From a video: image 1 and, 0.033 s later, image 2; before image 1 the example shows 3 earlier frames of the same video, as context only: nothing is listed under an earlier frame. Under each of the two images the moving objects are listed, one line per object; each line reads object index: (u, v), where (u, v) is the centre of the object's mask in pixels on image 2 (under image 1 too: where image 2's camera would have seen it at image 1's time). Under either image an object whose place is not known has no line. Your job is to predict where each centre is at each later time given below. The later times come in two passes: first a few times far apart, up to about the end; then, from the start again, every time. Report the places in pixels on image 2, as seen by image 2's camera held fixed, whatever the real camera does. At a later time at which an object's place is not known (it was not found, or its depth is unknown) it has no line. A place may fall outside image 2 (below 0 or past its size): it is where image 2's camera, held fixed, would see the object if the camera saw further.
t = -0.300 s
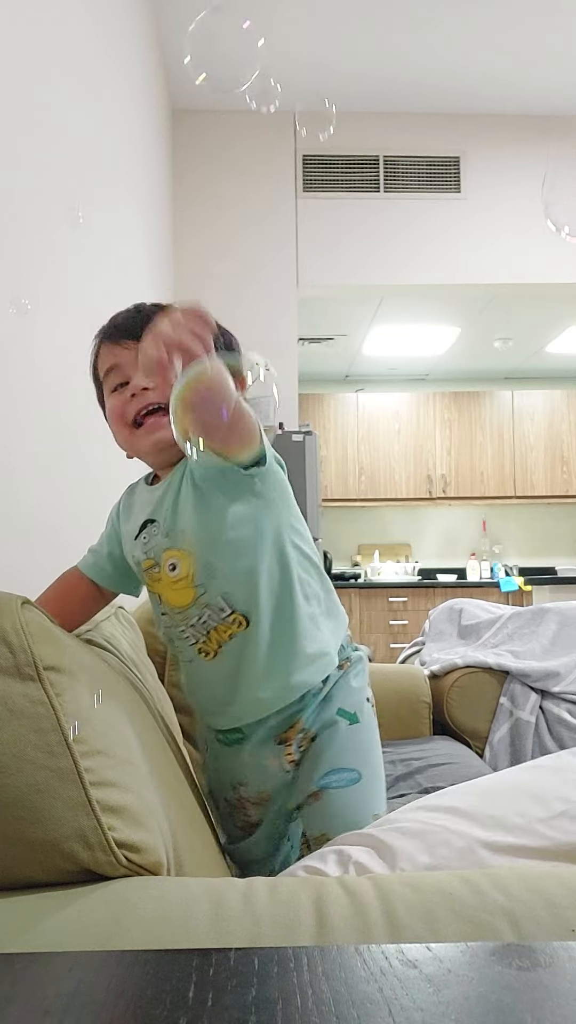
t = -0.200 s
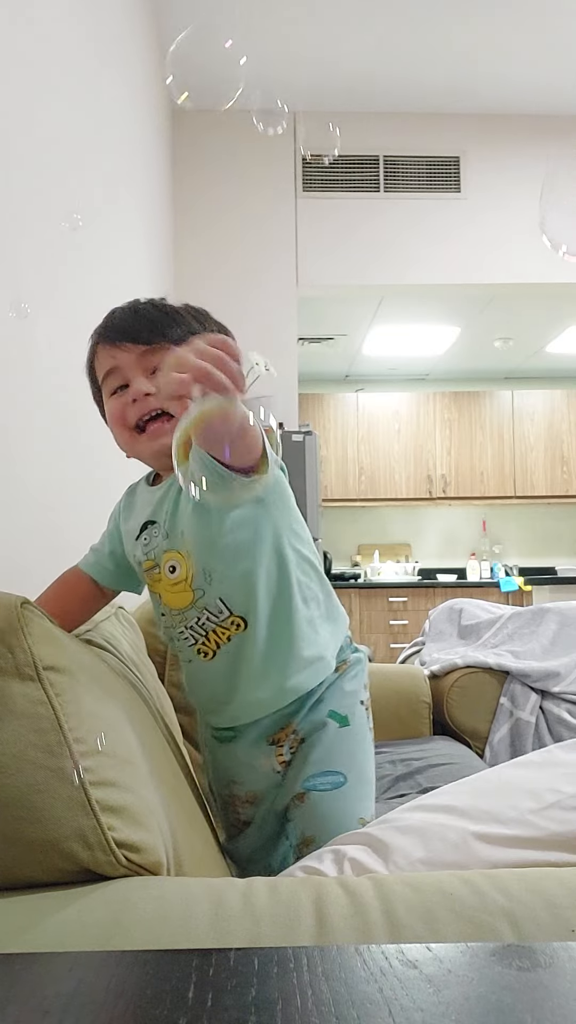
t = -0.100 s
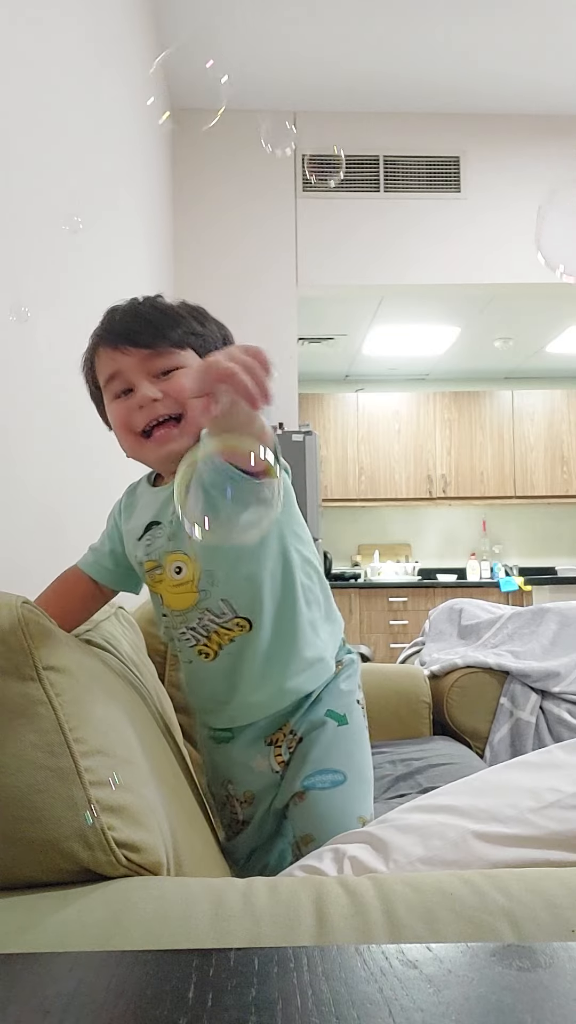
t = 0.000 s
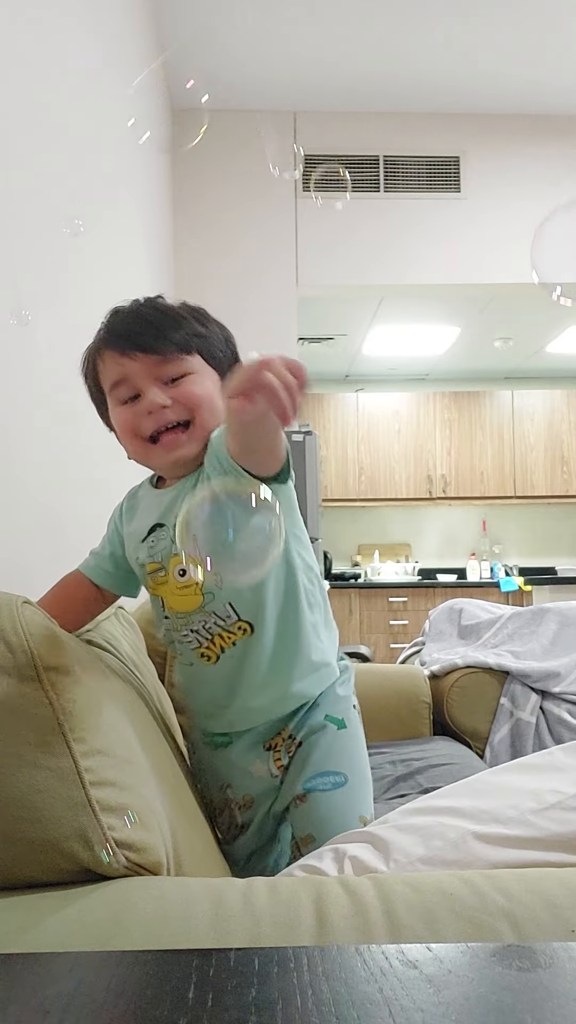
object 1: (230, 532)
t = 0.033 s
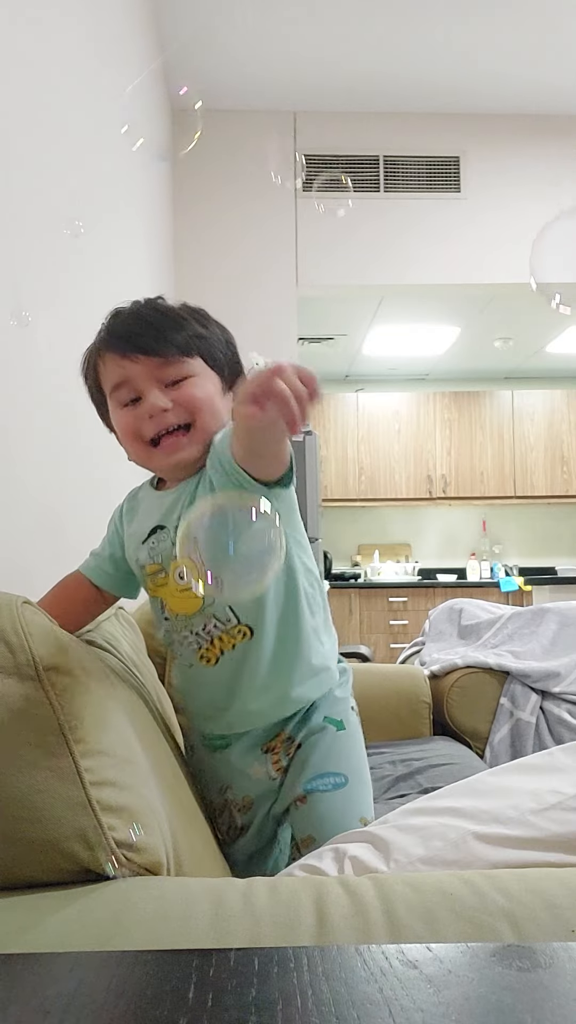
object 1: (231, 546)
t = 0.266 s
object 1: (235, 648)
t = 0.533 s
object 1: (242, 767)
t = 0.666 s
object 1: (255, 822)
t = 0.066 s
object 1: (231, 560)
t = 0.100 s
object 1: (232, 573)
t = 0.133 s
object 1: (234, 585)
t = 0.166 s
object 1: (234, 599)
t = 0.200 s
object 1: (234, 617)
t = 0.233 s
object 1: (234, 633)
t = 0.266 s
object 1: (235, 648)
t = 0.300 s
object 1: (237, 662)
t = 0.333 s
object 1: (237, 677)
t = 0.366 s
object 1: (237, 692)
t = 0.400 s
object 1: (237, 707)
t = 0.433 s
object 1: (238, 722)
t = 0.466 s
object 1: (240, 736)
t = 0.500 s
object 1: (242, 749)
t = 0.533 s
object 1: (242, 767)
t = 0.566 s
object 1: (245, 781)
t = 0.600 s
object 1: (249, 797)
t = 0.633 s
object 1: (252, 812)
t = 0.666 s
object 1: (255, 822)
